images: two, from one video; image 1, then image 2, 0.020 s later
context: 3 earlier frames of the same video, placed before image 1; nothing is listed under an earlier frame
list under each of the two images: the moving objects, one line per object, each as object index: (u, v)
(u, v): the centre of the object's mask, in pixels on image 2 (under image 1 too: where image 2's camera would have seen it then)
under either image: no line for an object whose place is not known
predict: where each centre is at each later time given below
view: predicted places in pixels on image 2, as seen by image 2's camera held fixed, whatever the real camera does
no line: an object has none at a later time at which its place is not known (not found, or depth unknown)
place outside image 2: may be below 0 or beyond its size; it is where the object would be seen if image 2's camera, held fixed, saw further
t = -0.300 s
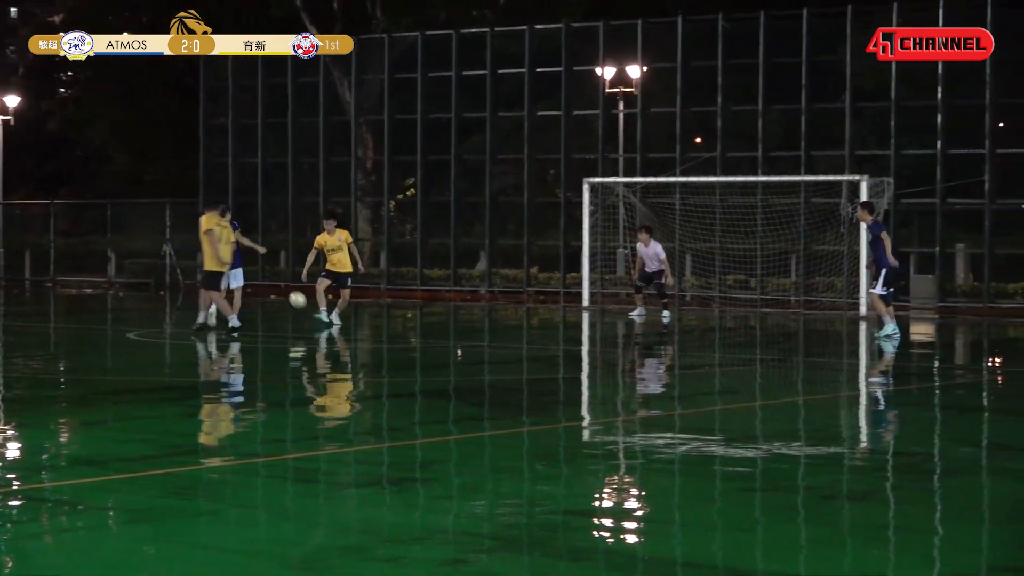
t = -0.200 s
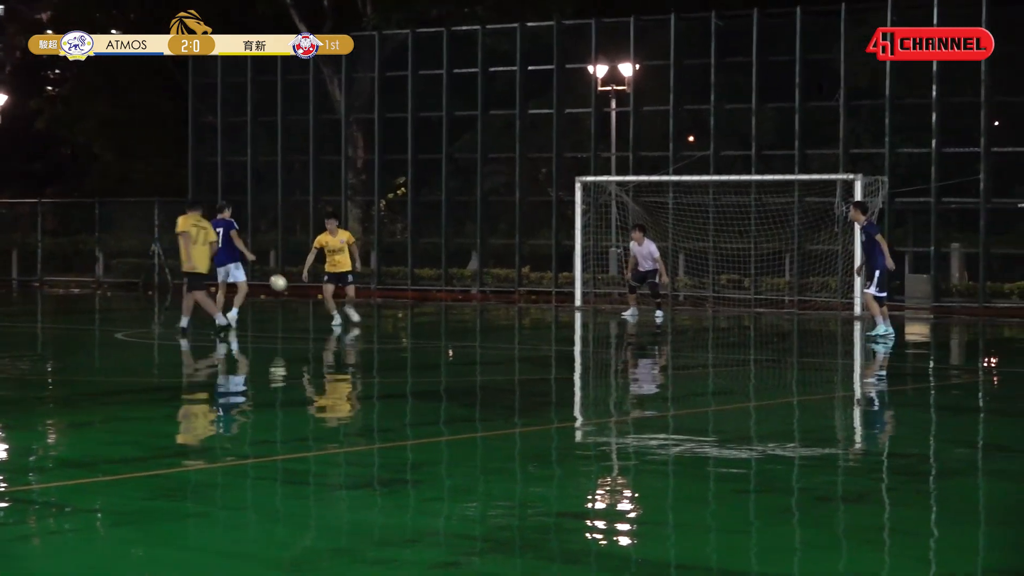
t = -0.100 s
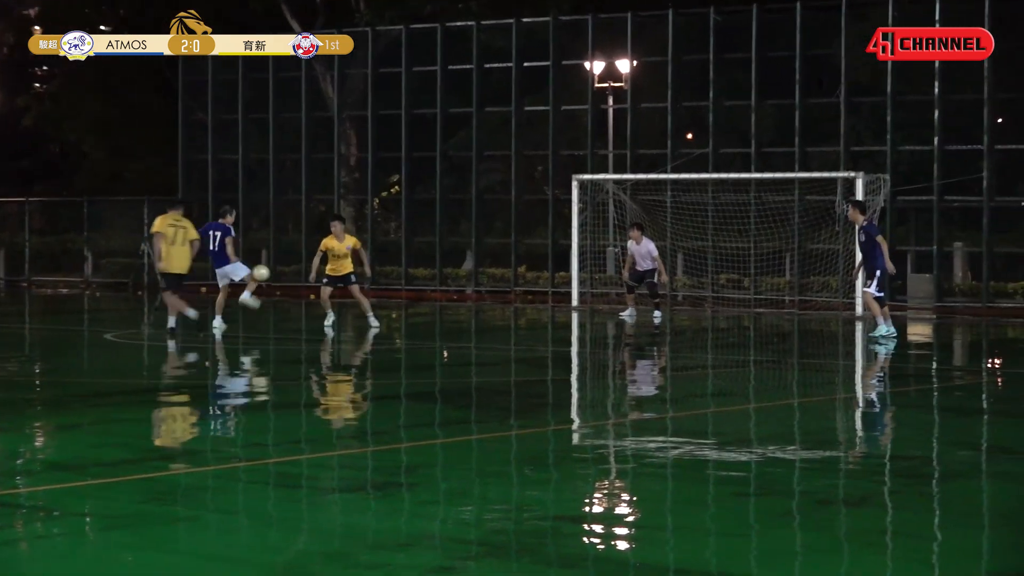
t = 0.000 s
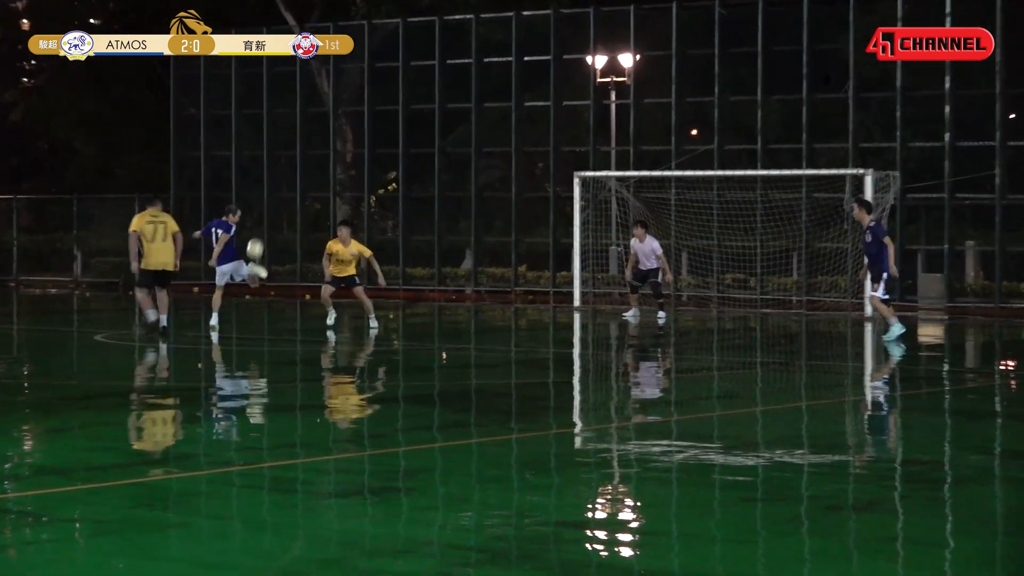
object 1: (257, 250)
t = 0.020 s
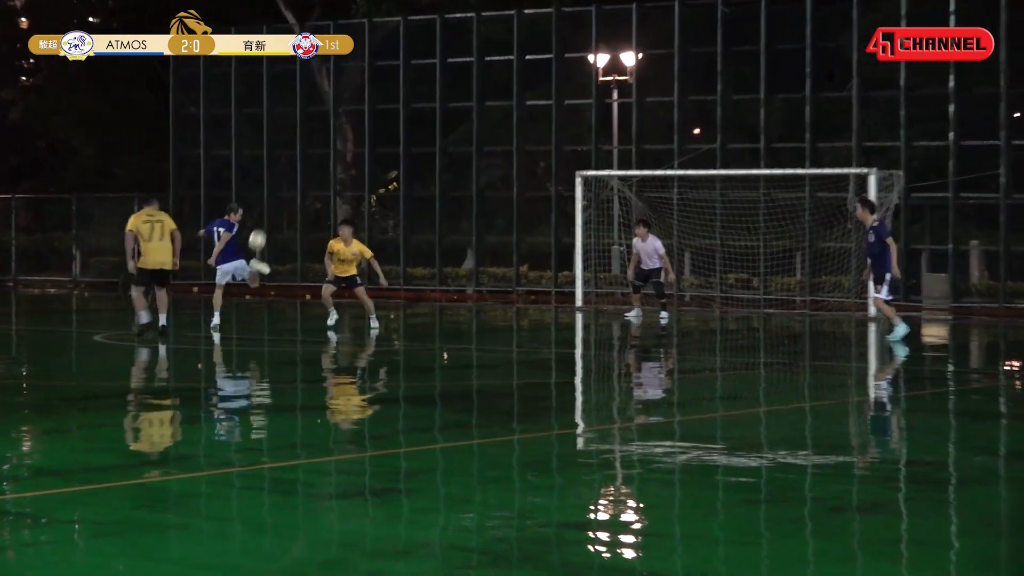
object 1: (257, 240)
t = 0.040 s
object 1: (258, 230)
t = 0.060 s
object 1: (259, 221)
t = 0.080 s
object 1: (260, 212)
